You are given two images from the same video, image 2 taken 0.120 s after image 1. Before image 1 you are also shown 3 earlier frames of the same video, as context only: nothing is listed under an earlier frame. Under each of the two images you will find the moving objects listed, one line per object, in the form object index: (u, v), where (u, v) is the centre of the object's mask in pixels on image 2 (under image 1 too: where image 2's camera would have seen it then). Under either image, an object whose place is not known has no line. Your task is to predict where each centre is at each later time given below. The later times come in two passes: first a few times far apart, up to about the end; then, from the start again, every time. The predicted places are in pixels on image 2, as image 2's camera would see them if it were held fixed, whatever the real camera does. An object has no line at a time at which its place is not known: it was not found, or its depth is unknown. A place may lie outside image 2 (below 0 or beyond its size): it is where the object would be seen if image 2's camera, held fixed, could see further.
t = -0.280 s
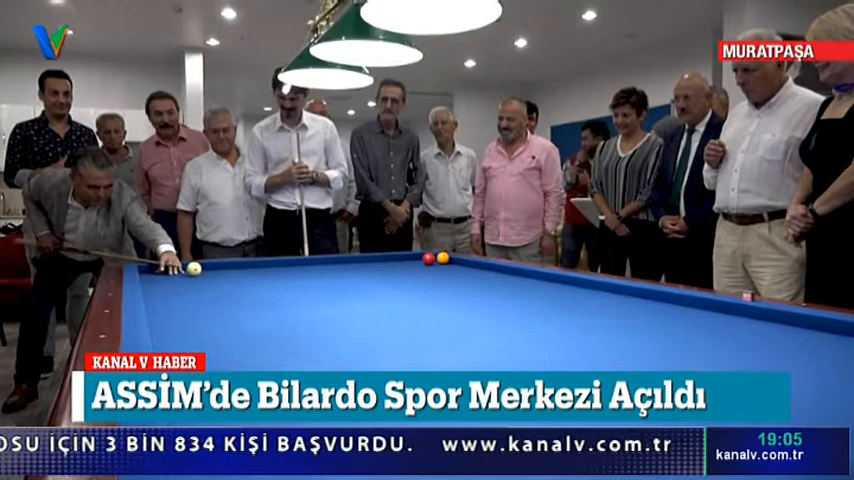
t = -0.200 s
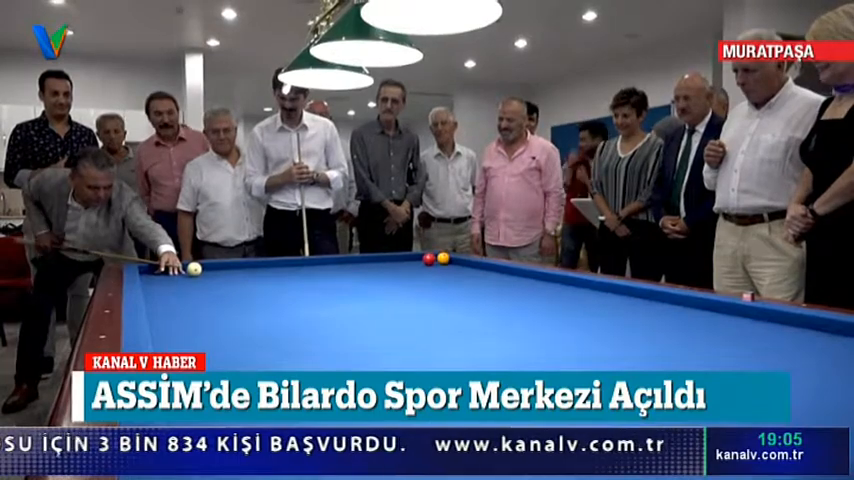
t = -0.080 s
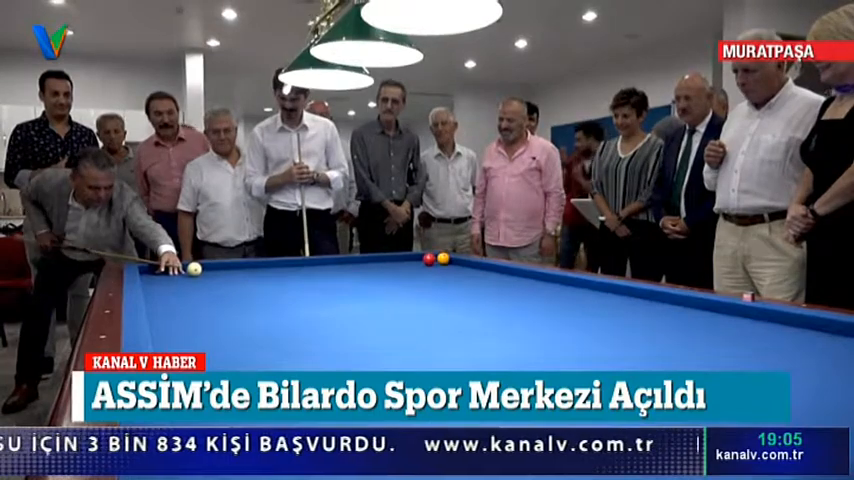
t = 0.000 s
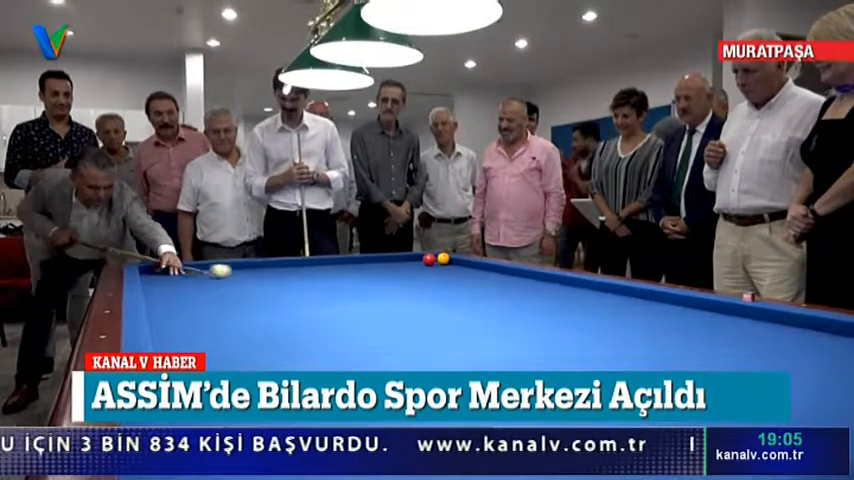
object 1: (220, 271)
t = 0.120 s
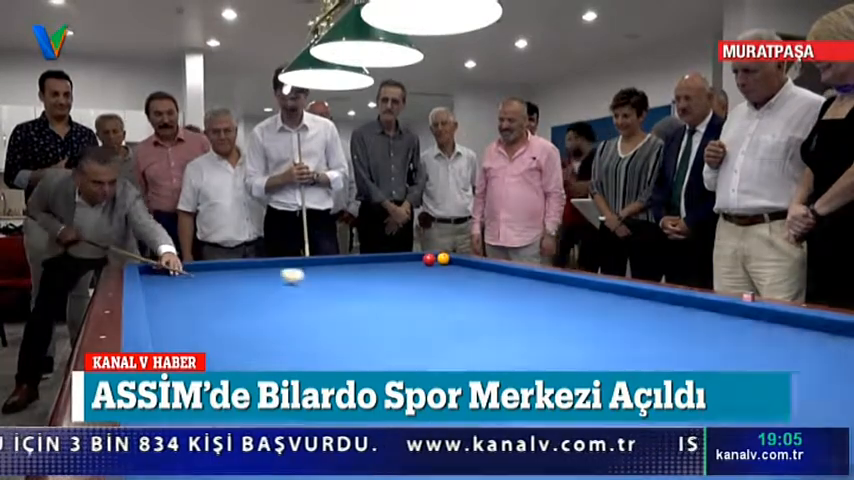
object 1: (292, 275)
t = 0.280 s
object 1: (397, 282)
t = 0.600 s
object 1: (639, 300)
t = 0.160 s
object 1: (317, 277)
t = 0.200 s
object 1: (343, 279)
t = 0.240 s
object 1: (370, 280)
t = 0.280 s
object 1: (397, 282)
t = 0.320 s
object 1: (424, 284)
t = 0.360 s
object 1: (453, 286)
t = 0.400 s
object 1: (483, 289)
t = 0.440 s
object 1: (512, 291)
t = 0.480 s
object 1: (543, 293)
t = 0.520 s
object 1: (574, 295)
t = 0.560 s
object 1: (606, 297)
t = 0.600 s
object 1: (639, 300)
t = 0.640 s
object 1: (675, 302)
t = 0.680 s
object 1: (713, 305)
